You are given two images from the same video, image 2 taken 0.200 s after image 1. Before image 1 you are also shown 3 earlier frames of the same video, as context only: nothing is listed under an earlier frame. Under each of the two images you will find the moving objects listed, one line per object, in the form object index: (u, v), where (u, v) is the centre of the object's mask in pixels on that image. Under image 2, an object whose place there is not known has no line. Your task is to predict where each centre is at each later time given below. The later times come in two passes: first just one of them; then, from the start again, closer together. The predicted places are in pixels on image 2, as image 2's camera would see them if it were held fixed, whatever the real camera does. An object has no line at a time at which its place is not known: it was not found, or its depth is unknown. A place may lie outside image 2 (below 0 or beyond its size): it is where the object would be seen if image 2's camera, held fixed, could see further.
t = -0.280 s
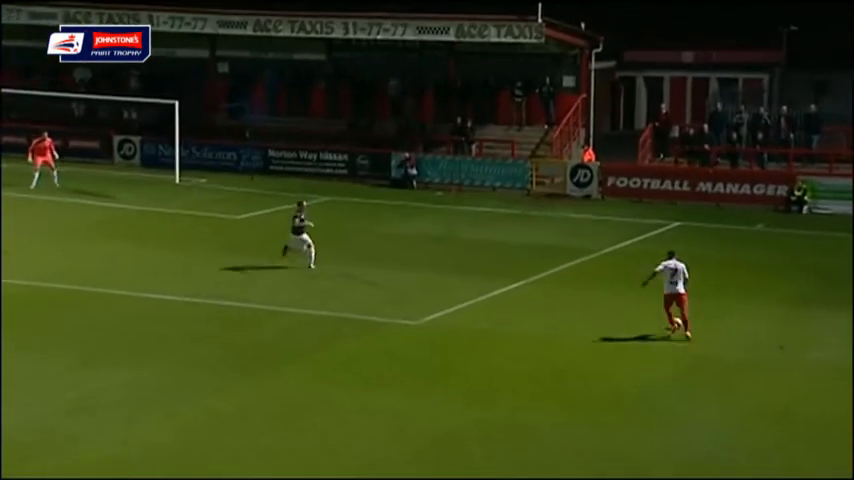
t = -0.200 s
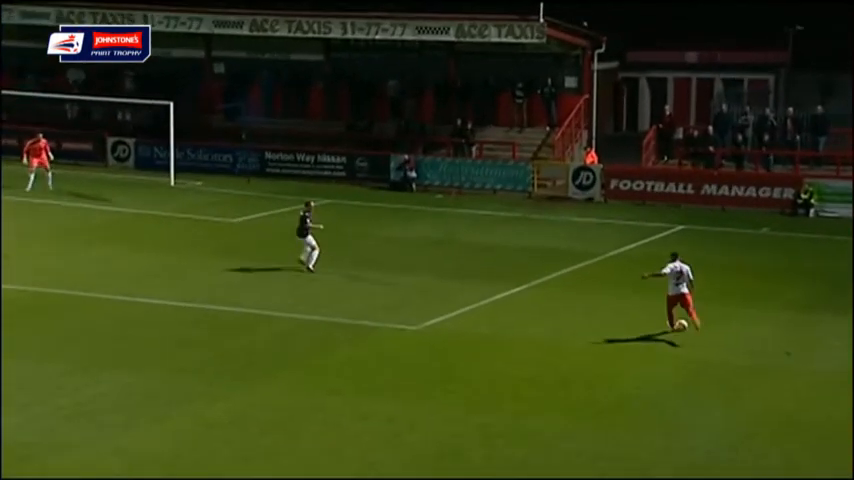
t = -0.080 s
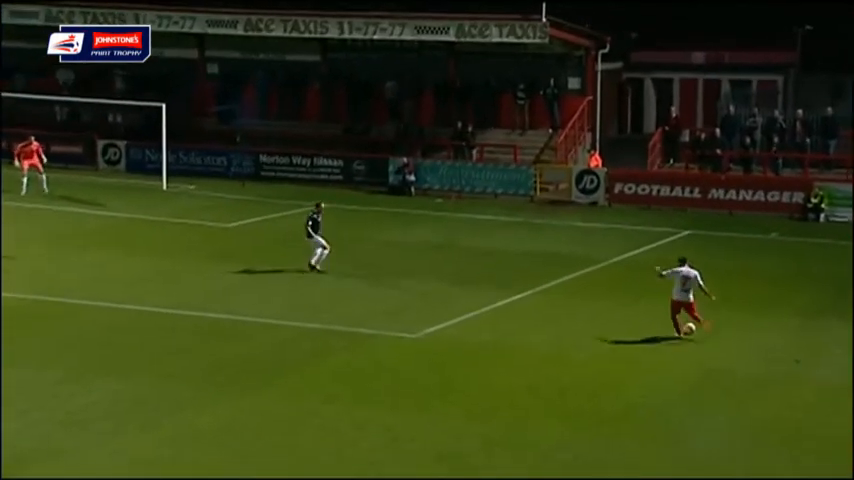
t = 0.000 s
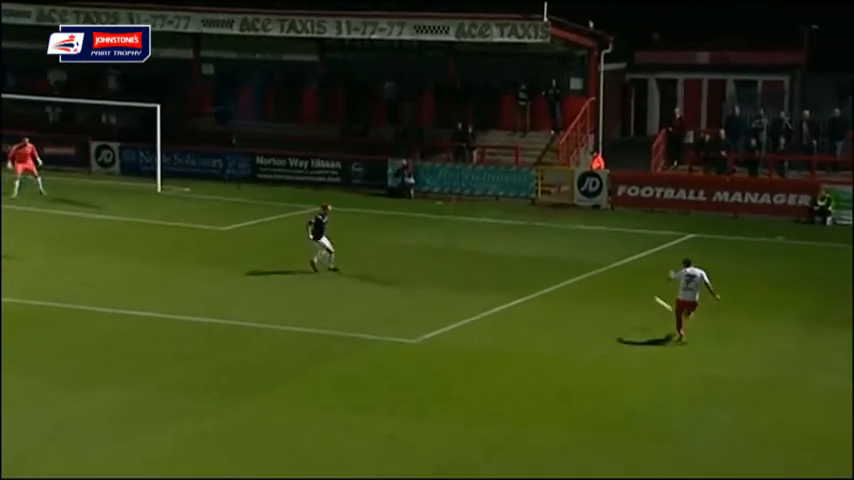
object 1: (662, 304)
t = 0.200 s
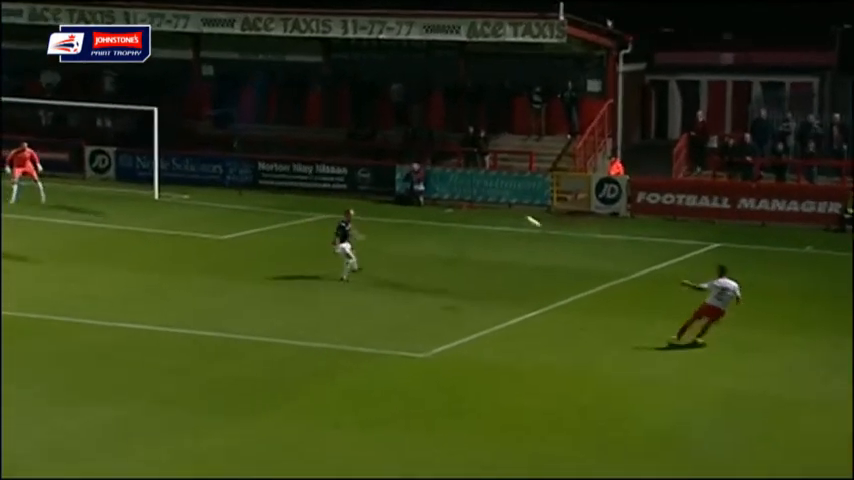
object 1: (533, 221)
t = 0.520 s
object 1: (334, 154)
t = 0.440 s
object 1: (380, 164)
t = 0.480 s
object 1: (357, 158)
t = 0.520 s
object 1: (334, 154)
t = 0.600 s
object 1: (291, 146)
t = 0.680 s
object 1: (248, 140)
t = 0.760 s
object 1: (208, 139)
